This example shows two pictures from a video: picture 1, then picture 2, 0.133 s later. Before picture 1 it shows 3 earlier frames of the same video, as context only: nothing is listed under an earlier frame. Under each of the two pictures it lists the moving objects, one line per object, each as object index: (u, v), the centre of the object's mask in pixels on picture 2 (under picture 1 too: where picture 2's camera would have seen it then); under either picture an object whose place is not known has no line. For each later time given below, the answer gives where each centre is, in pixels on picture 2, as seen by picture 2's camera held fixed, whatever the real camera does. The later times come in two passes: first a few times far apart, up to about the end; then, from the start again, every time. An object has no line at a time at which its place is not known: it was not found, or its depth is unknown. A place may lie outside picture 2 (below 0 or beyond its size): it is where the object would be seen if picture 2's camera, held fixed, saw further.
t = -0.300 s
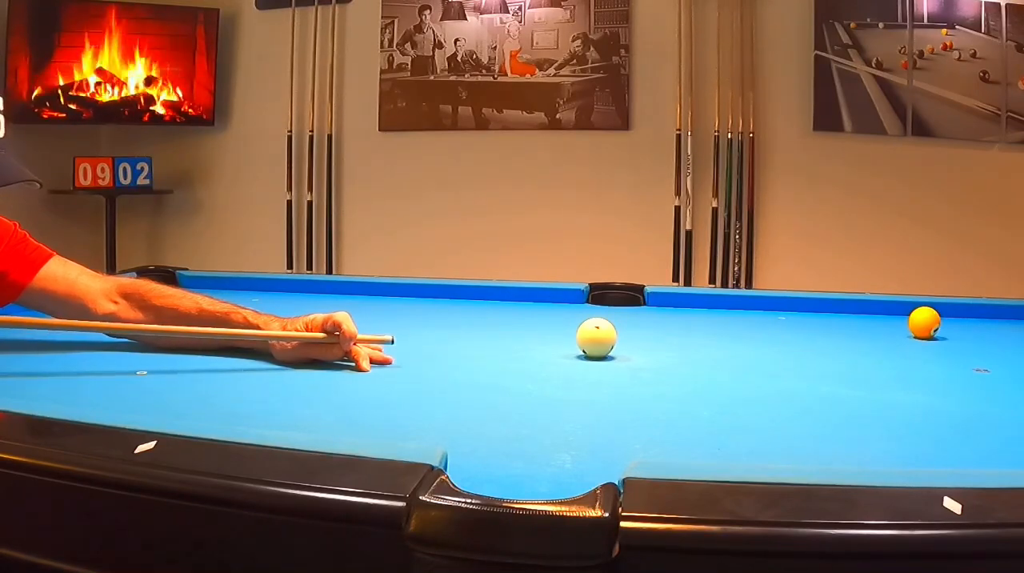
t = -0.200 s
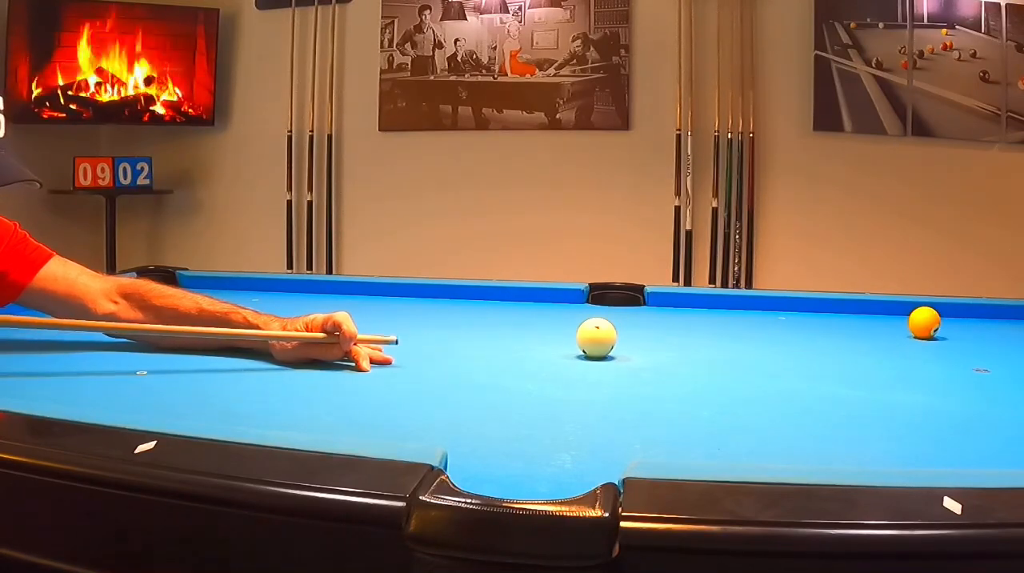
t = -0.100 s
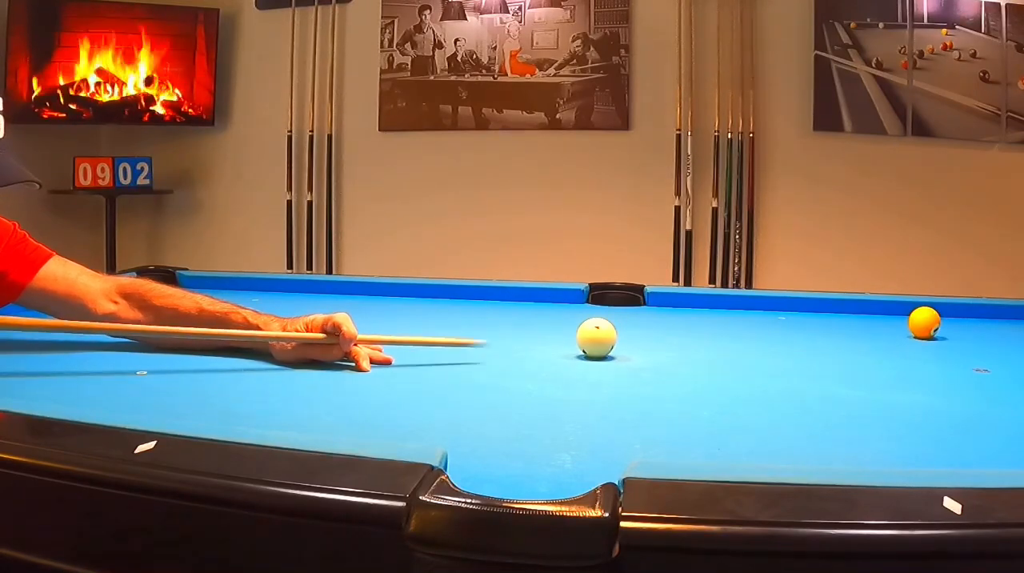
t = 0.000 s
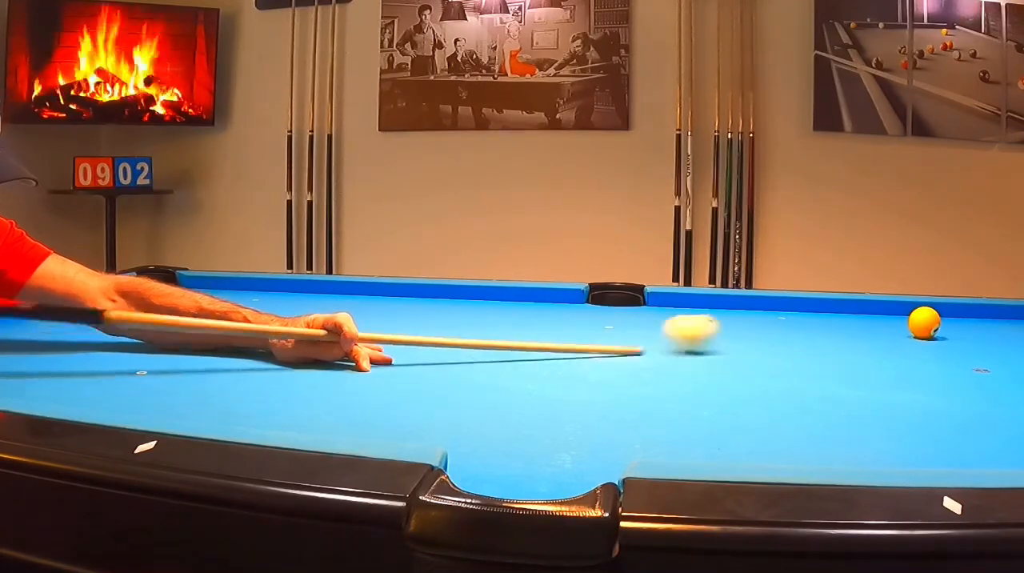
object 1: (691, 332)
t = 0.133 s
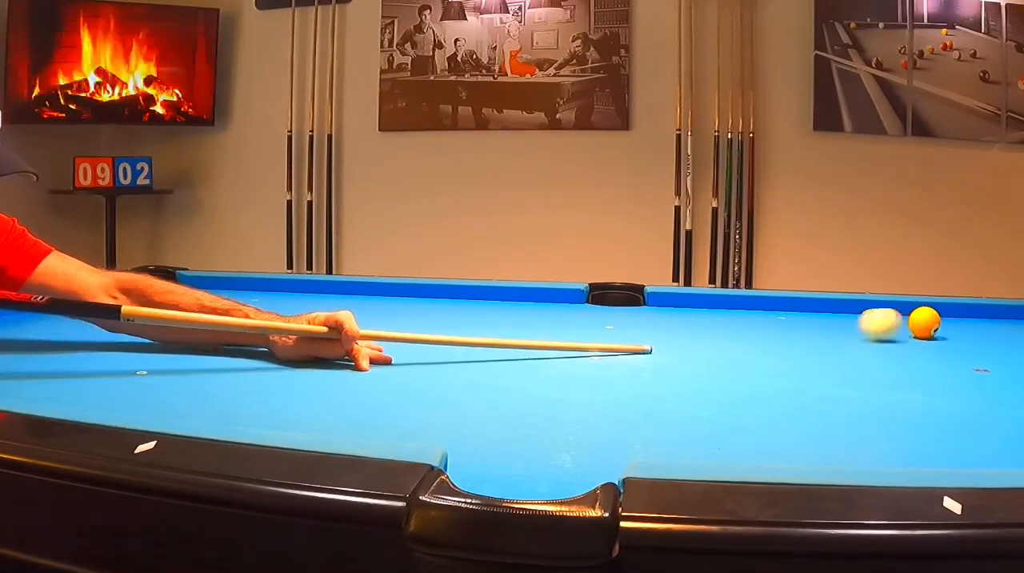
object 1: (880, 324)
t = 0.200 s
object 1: (902, 324)
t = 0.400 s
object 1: (882, 326)
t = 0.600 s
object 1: (859, 328)
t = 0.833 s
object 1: (832, 331)
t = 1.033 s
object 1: (809, 333)
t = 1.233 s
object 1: (786, 335)
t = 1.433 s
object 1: (762, 337)
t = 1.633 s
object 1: (739, 339)
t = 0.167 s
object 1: (901, 324)
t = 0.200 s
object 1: (902, 324)
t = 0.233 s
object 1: (900, 324)
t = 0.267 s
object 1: (897, 325)
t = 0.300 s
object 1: (894, 325)
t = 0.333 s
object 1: (890, 325)
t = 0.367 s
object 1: (886, 326)
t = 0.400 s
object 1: (882, 326)
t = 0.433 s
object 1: (878, 326)
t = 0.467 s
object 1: (875, 327)
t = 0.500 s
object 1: (871, 327)
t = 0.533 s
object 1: (867, 327)
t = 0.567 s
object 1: (863, 328)
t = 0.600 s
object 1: (859, 328)
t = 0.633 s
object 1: (855, 329)
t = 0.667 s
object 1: (851, 329)
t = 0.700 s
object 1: (848, 329)
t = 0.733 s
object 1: (844, 330)
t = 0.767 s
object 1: (840, 330)
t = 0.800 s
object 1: (836, 330)
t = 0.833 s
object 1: (832, 331)
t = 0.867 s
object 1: (828, 331)
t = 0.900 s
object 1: (824, 332)
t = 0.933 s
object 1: (820, 332)
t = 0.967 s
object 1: (817, 332)
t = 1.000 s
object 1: (813, 333)
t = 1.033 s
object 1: (809, 333)
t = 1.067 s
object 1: (805, 333)
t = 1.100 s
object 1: (801, 334)
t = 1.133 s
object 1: (797, 334)
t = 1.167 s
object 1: (793, 334)
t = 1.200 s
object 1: (790, 335)
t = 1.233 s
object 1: (786, 335)
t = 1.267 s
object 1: (782, 335)
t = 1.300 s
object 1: (778, 336)
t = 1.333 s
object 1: (774, 336)
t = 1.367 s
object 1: (770, 336)
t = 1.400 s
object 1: (766, 337)
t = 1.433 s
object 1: (762, 337)
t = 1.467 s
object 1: (758, 338)
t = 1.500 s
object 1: (754, 338)
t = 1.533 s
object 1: (751, 338)
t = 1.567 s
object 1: (747, 338)
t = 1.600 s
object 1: (743, 338)
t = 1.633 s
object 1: (739, 339)
